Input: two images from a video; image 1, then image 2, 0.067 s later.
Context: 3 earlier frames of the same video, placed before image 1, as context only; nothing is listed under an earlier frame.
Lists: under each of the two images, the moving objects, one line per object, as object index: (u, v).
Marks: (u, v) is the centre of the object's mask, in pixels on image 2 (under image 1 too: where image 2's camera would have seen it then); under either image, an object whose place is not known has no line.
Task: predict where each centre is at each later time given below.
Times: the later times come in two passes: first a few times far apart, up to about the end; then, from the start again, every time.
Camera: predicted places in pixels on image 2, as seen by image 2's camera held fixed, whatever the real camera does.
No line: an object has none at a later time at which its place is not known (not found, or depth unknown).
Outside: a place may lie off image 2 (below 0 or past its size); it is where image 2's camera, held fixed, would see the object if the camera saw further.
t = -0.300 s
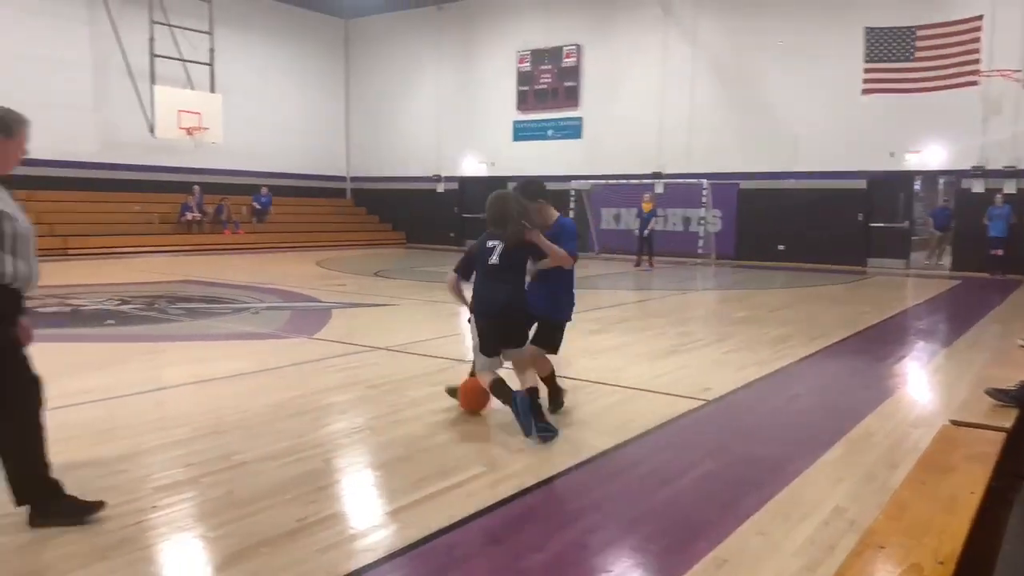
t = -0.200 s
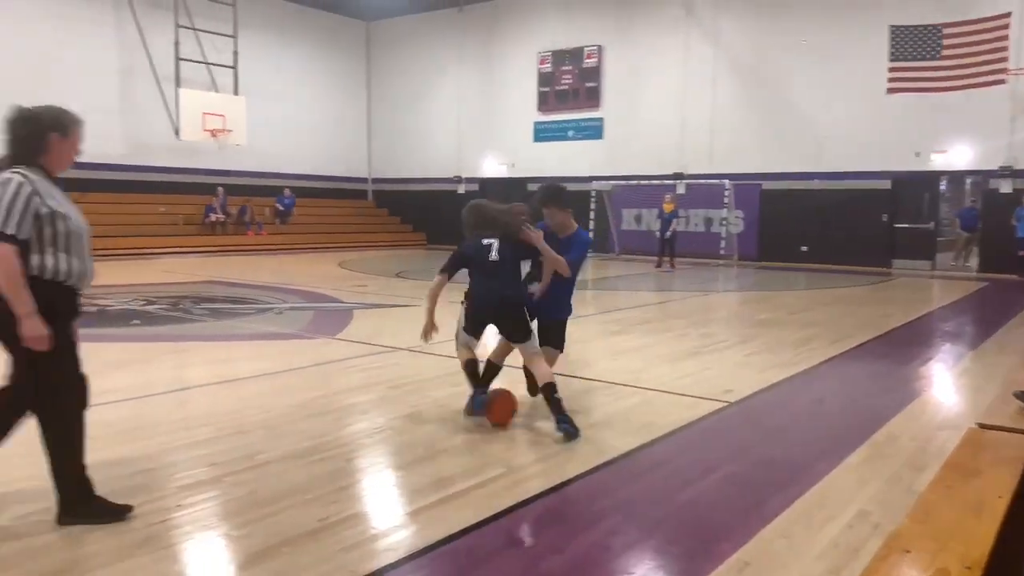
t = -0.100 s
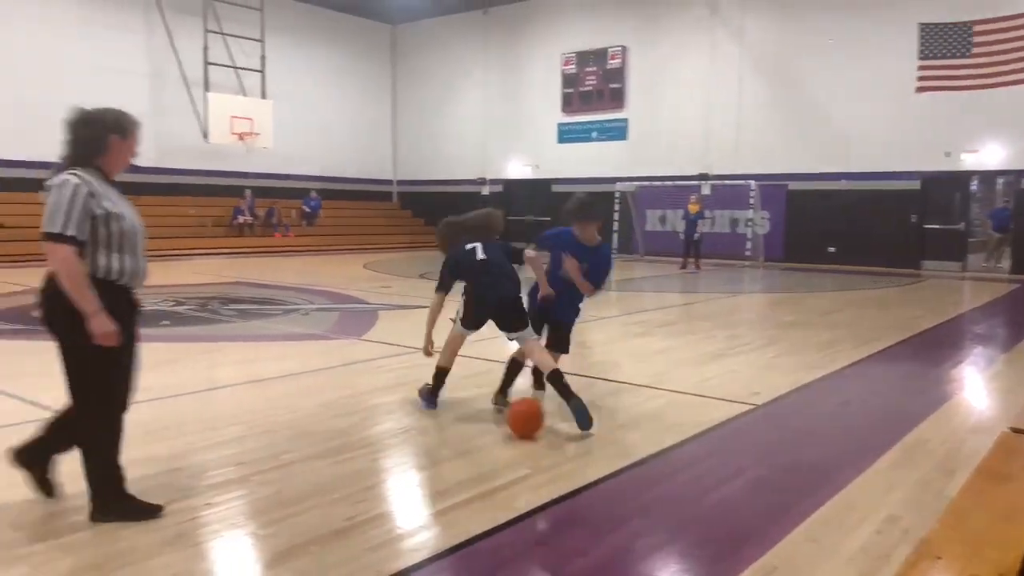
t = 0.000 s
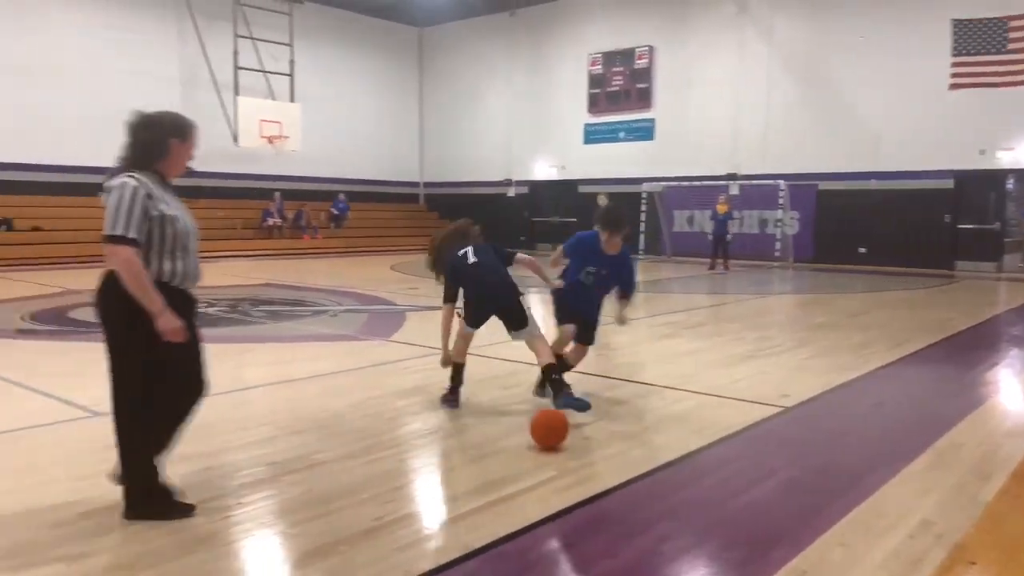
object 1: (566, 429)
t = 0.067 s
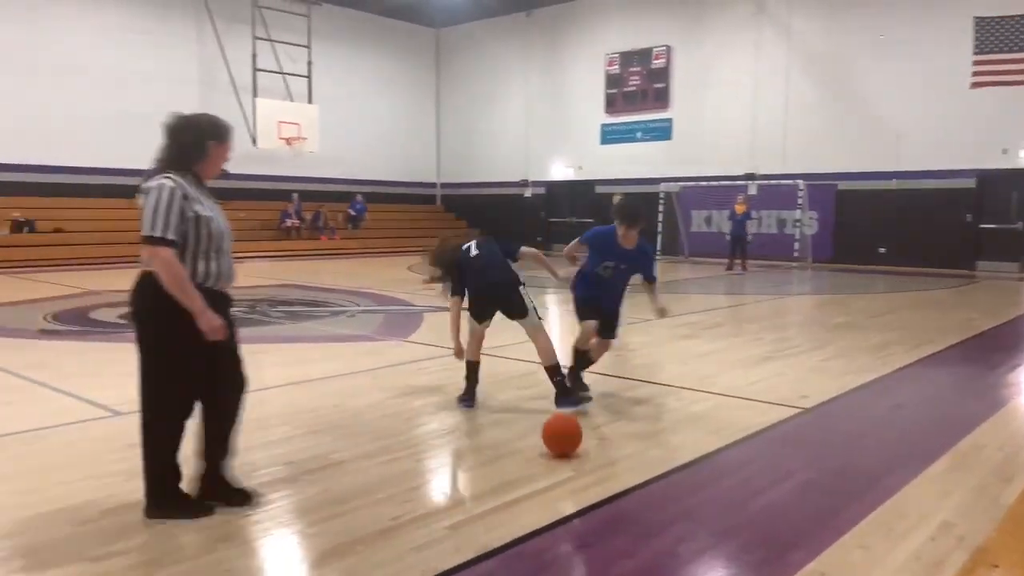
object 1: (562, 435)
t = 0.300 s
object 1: (538, 454)
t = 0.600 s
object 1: (498, 482)
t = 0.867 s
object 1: (451, 512)
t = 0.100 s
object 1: (559, 438)
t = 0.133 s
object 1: (556, 441)
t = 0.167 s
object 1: (553, 443)
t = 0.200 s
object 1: (549, 446)
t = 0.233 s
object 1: (546, 448)
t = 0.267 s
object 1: (542, 451)
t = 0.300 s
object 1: (538, 454)
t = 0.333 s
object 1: (534, 457)
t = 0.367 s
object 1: (530, 460)
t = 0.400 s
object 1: (526, 463)
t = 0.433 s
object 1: (521, 466)
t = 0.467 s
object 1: (517, 469)
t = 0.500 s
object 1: (512, 472)
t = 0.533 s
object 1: (507, 475)
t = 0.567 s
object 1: (503, 478)
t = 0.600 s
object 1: (498, 482)
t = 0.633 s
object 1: (493, 485)
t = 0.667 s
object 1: (487, 489)
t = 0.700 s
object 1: (482, 492)
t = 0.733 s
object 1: (476, 496)
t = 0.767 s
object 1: (470, 500)
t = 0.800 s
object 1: (464, 504)
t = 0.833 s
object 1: (458, 508)
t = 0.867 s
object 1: (451, 512)
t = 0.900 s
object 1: (445, 516)
